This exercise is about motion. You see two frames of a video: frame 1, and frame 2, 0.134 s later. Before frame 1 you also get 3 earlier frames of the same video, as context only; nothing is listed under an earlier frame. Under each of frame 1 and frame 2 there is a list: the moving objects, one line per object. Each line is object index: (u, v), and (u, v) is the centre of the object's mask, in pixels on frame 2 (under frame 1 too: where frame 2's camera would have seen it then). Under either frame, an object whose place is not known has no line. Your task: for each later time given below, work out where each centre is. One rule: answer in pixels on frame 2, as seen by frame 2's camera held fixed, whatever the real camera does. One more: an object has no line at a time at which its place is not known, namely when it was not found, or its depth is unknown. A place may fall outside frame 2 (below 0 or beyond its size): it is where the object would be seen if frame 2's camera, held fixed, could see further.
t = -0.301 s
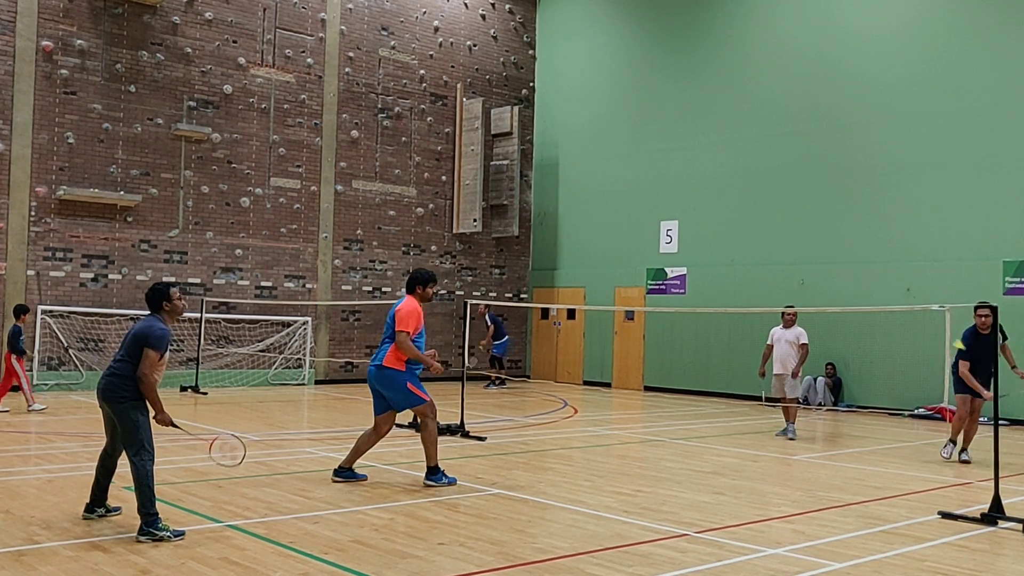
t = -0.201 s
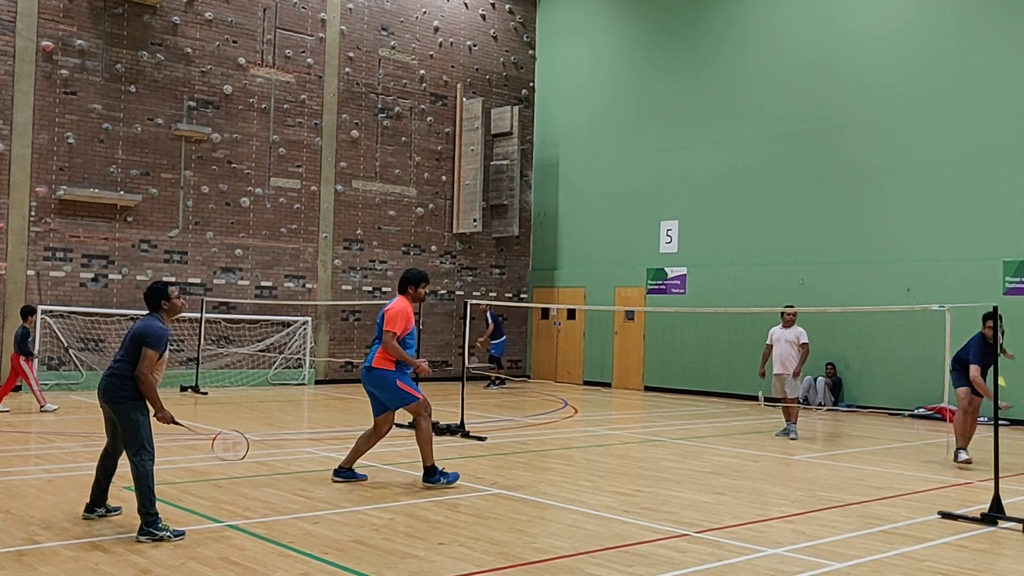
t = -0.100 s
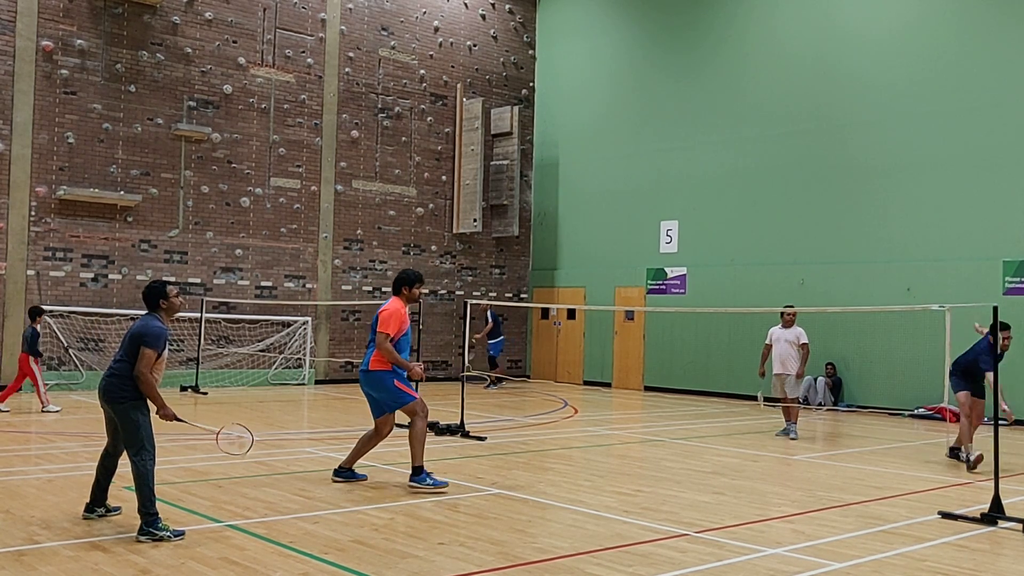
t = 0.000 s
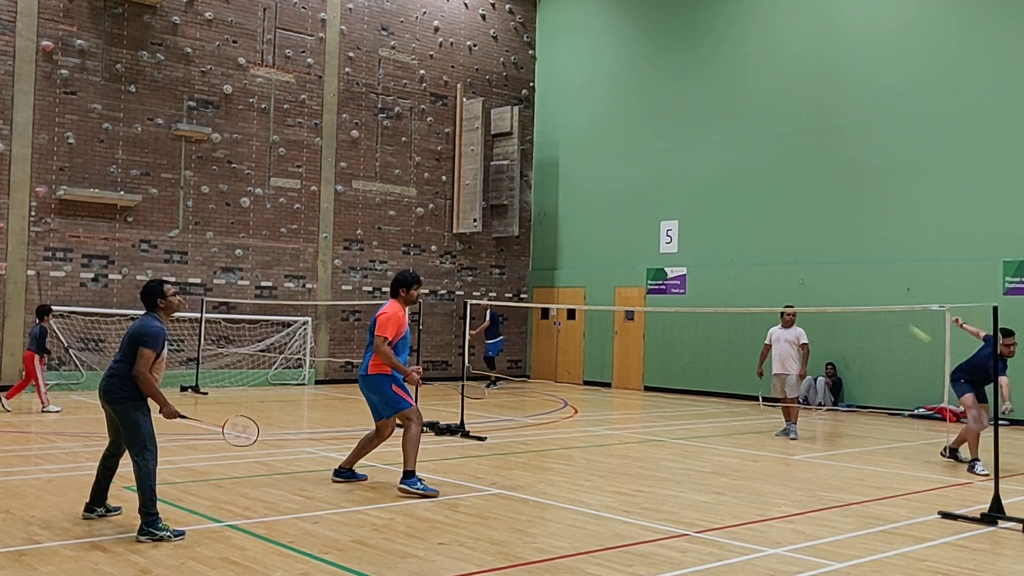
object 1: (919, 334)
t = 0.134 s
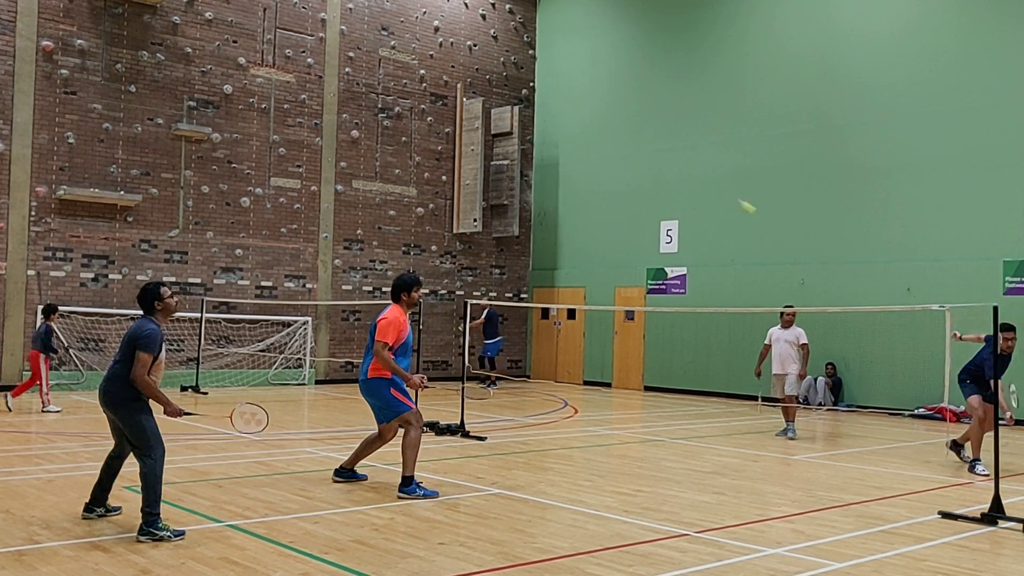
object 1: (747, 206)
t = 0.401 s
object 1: (526, 91)
